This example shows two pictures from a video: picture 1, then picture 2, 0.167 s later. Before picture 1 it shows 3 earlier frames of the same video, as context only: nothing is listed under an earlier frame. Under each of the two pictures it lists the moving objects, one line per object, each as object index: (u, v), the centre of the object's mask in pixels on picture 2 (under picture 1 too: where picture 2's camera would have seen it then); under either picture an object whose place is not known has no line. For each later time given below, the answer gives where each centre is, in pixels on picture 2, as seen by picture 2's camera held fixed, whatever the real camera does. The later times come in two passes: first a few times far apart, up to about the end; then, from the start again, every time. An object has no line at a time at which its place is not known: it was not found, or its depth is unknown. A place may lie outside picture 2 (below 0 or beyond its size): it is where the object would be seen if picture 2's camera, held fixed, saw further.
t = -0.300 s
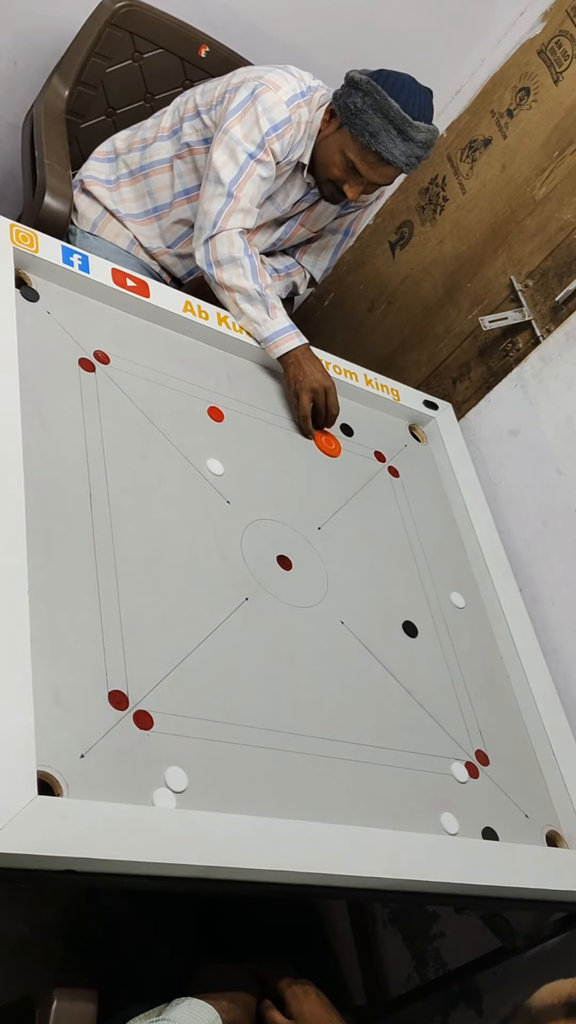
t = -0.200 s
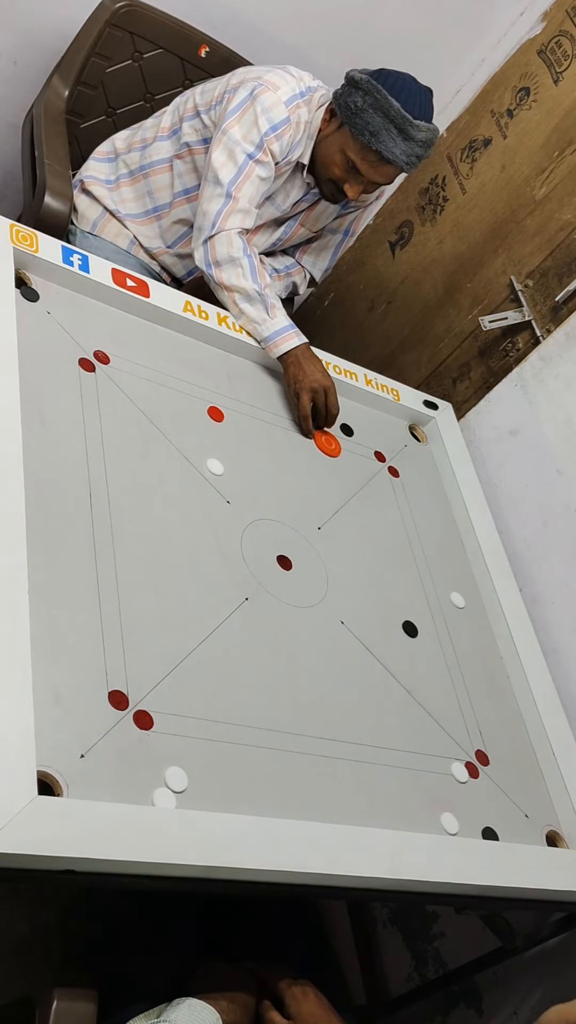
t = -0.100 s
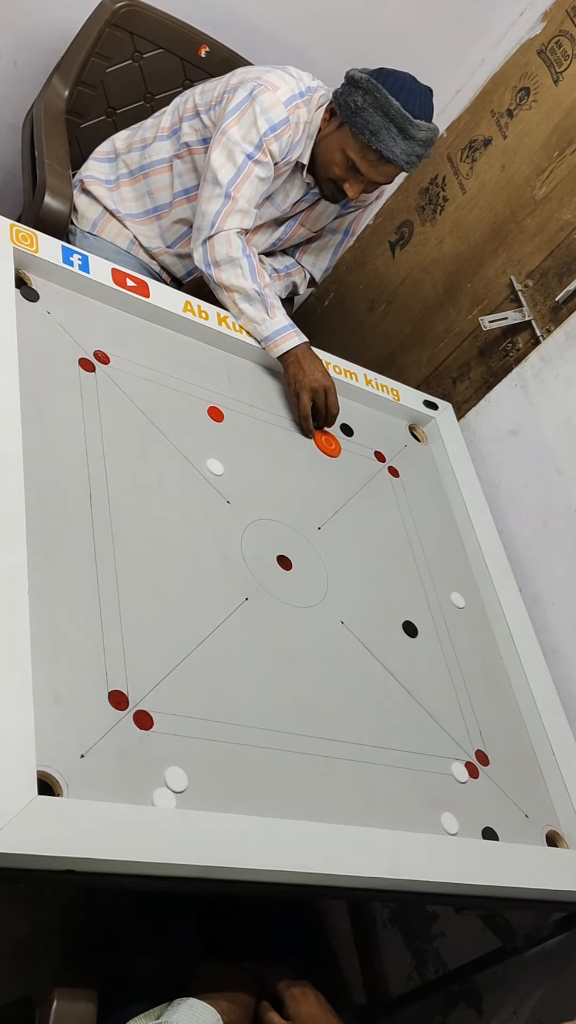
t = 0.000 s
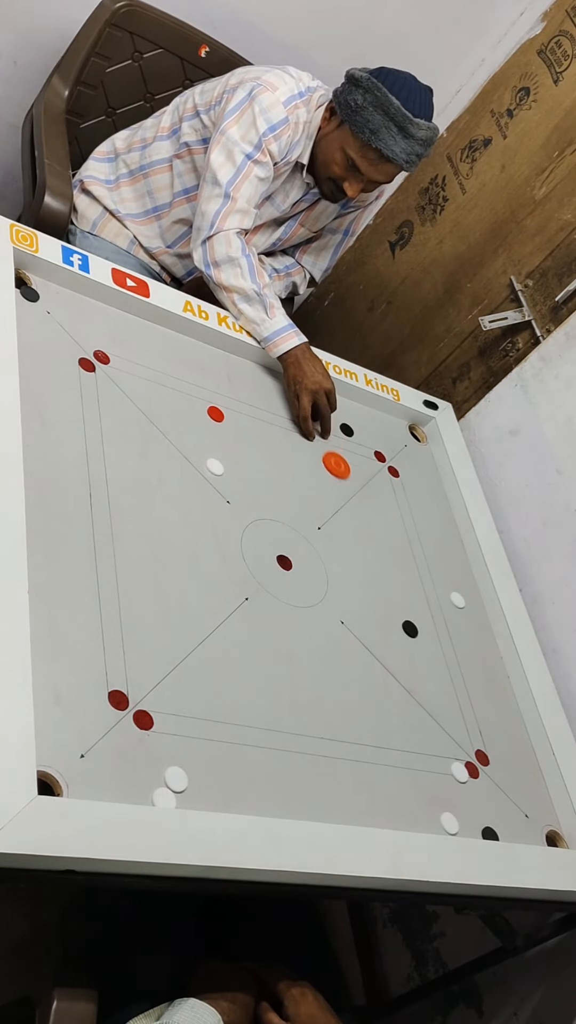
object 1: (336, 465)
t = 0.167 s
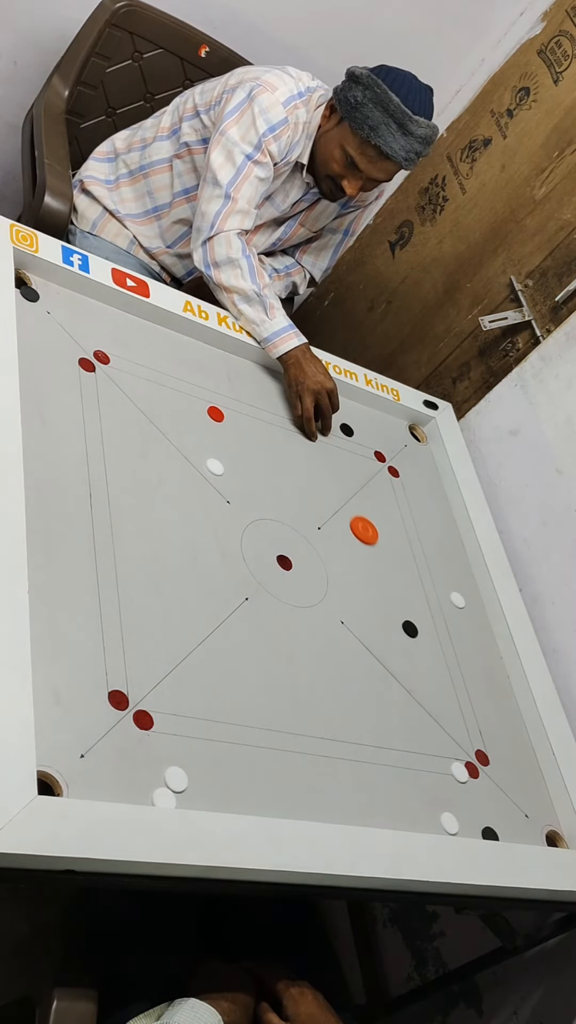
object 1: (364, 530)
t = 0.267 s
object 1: (381, 569)
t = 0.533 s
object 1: (417, 659)
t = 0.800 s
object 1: (447, 735)
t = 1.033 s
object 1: (462, 777)
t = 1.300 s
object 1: (472, 801)
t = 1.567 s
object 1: (472, 805)
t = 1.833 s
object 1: (473, 805)
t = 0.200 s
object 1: (370, 544)
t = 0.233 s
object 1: (375, 557)
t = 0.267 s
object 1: (381, 569)
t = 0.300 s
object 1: (387, 583)
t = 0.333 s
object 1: (392, 596)
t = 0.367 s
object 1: (397, 608)
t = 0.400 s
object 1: (401, 619)
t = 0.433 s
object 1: (405, 629)
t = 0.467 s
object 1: (409, 639)
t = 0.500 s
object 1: (413, 649)
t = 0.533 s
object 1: (417, 659)
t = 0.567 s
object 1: (421, 669)
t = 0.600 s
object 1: (425, 679)
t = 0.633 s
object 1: (428, 688)
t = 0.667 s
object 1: (432, 698)
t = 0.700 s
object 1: (436, 707)
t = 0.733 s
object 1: (439, 717)
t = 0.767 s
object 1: (443, 726)
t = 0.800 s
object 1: (447, 735)
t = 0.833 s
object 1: (450, 744)
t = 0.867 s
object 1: (452, 750)
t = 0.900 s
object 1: (454, 756)
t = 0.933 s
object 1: (456, 762)
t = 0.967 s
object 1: (458, 767)
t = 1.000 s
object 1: (460, 772)
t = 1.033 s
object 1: (462, 777)
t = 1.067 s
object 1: (464, 782)
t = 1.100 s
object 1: (465, 786)
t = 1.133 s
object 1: (467, 790)
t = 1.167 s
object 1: (468, 792)
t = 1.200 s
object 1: (469, 795)
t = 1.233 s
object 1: (470, 797)
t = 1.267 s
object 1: (471, 799)
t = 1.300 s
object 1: (472, 801)
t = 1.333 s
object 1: (472, 802)
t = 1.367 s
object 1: (472, 803)
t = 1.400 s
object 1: (472, 804)
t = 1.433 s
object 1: (472, 804)
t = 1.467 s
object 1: (472, 804)
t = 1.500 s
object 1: (472, 805)
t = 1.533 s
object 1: (472, 805)
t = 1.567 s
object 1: (472, 805)
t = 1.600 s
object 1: (473, 805)
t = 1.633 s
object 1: (473, 805)
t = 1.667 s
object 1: (473, 805)
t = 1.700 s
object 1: (473, 805)
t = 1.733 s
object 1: (473, 805)
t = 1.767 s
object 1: (473, 805)
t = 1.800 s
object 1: (473, 805)
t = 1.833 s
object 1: (473, 805)
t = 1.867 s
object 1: (473, 805)
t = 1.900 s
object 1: (473, 805)
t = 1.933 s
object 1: (473, 805)
